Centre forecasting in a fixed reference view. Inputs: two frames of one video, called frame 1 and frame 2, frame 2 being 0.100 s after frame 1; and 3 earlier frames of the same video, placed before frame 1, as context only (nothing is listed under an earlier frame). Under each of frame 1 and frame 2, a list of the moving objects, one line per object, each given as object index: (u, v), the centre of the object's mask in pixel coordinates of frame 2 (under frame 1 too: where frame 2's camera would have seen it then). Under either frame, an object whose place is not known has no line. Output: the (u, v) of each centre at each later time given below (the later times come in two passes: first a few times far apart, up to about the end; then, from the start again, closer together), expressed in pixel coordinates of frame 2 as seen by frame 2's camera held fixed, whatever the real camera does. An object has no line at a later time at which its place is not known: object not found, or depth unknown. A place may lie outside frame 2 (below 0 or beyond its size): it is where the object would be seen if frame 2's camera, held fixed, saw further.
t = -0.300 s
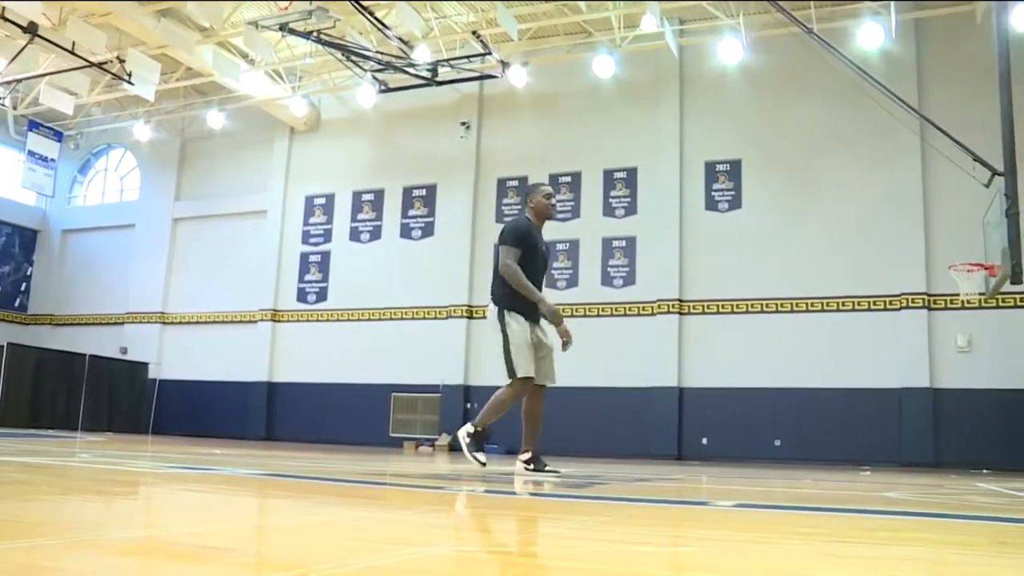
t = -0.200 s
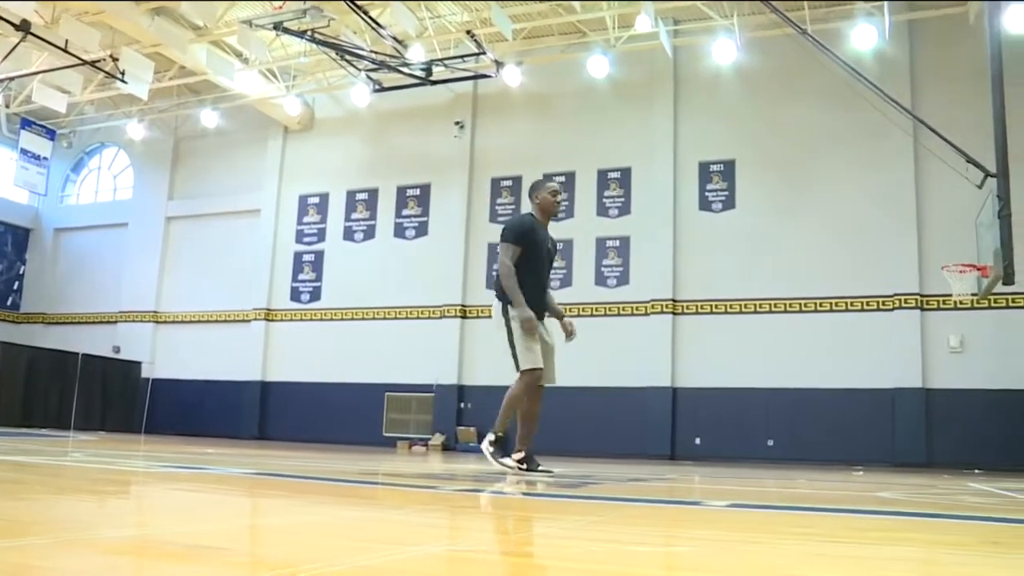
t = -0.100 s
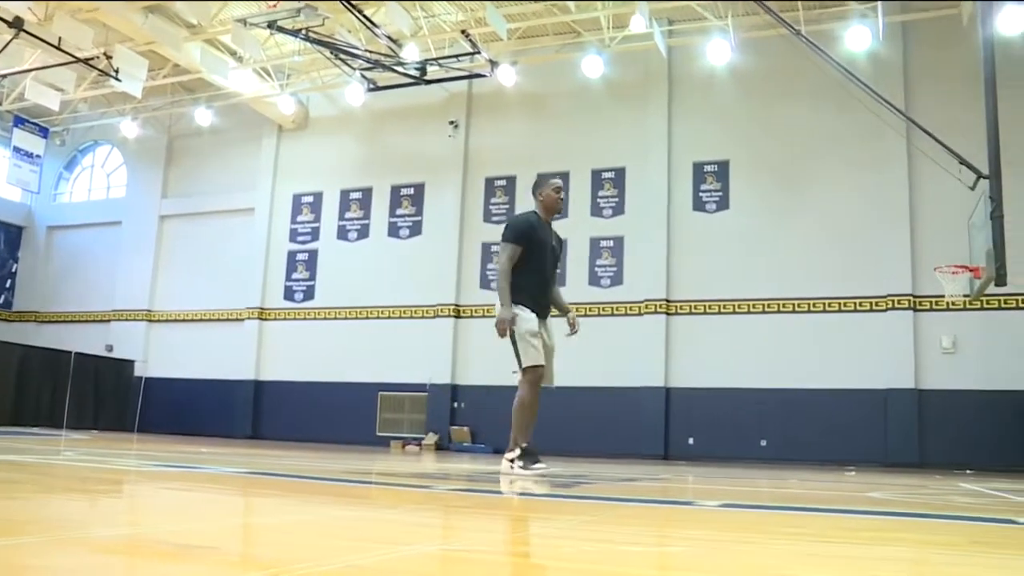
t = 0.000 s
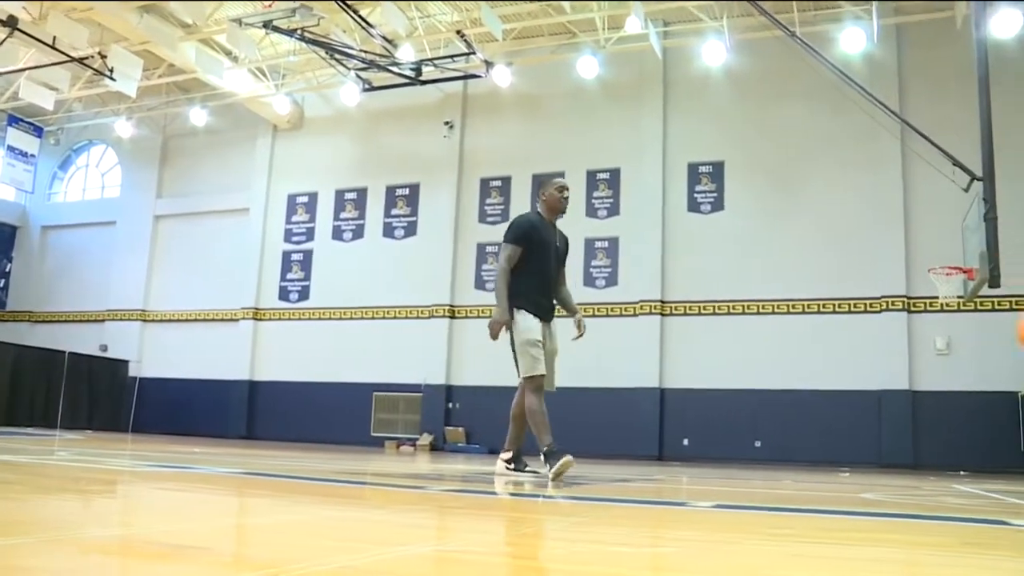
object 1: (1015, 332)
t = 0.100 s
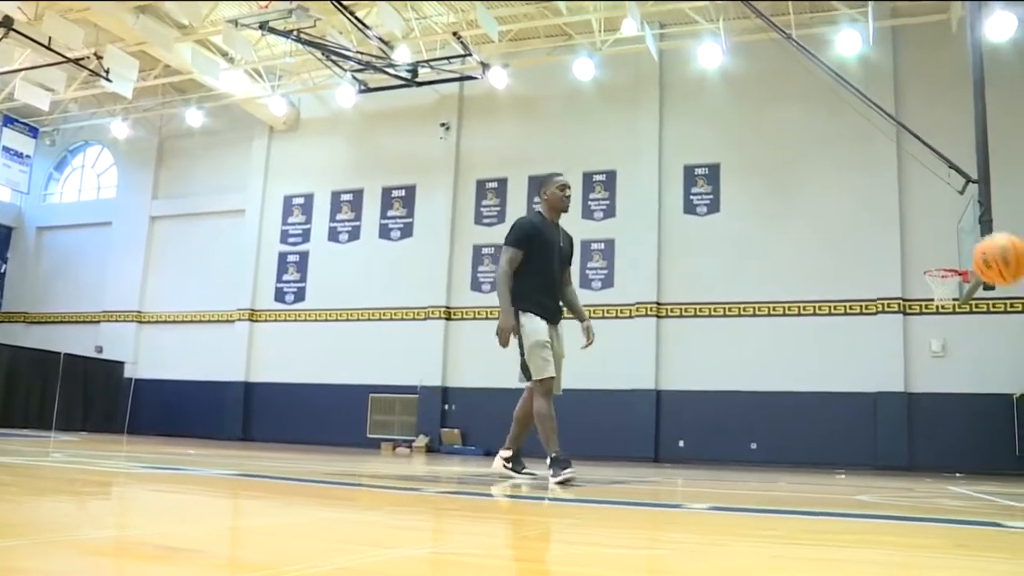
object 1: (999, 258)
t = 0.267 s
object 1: (939, 183)
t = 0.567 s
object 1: (834, 186)
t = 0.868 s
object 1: (731, 379)
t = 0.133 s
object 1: (988, 239)
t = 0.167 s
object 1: (975, 222)
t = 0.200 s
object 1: (963, 206)
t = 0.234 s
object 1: (951, 193)
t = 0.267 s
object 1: (939, 183)
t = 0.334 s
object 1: (915, 168)
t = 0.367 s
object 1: (903, 164)
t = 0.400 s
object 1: (891, 162)
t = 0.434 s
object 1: (880, 162)
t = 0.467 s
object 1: (869, 165)
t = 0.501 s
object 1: (858, 169)
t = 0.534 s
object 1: (846, 176)
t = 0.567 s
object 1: (834, 186)
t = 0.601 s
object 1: (824, 197)
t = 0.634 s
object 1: (812, 212)
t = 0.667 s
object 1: (801, 227)
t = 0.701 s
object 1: (790, 246)
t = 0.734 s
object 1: (778, 267)
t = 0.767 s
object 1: (766, 290)
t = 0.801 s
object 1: (755, 317)
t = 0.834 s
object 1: (743, 346)
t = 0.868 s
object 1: (731, 379)
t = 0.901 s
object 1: (720, 412)
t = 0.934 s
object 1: (709, 447)
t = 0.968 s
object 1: (697, 466)
